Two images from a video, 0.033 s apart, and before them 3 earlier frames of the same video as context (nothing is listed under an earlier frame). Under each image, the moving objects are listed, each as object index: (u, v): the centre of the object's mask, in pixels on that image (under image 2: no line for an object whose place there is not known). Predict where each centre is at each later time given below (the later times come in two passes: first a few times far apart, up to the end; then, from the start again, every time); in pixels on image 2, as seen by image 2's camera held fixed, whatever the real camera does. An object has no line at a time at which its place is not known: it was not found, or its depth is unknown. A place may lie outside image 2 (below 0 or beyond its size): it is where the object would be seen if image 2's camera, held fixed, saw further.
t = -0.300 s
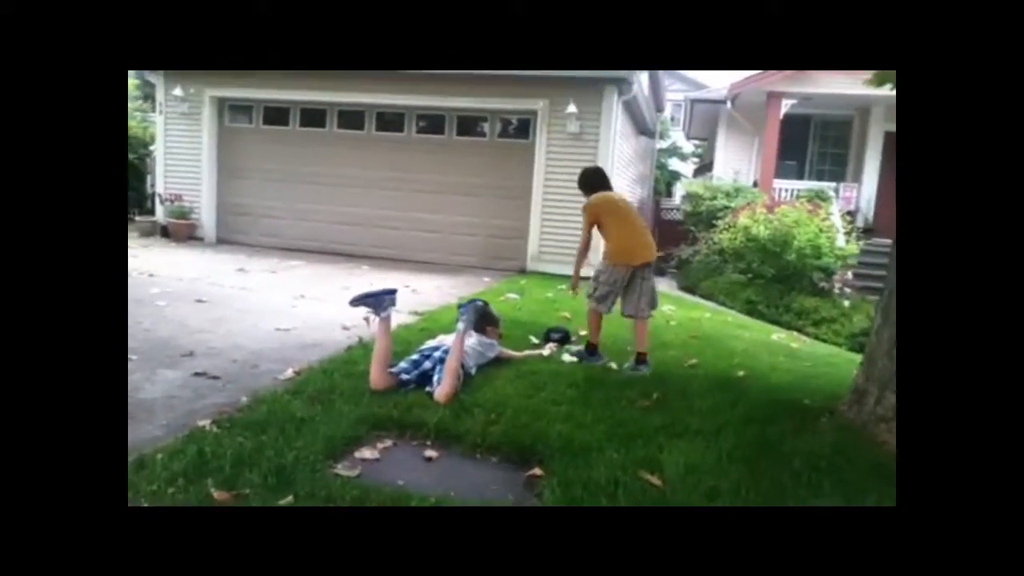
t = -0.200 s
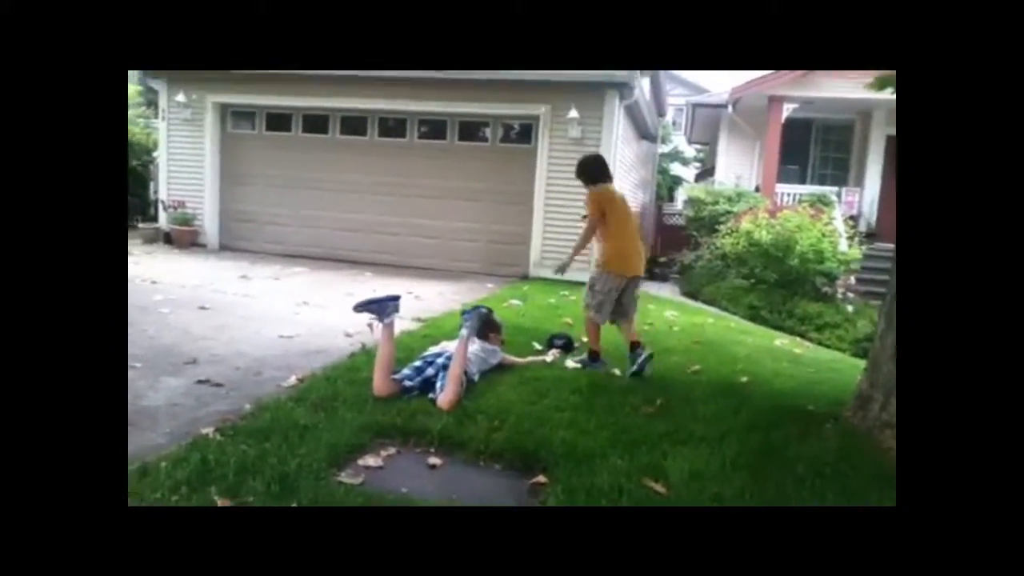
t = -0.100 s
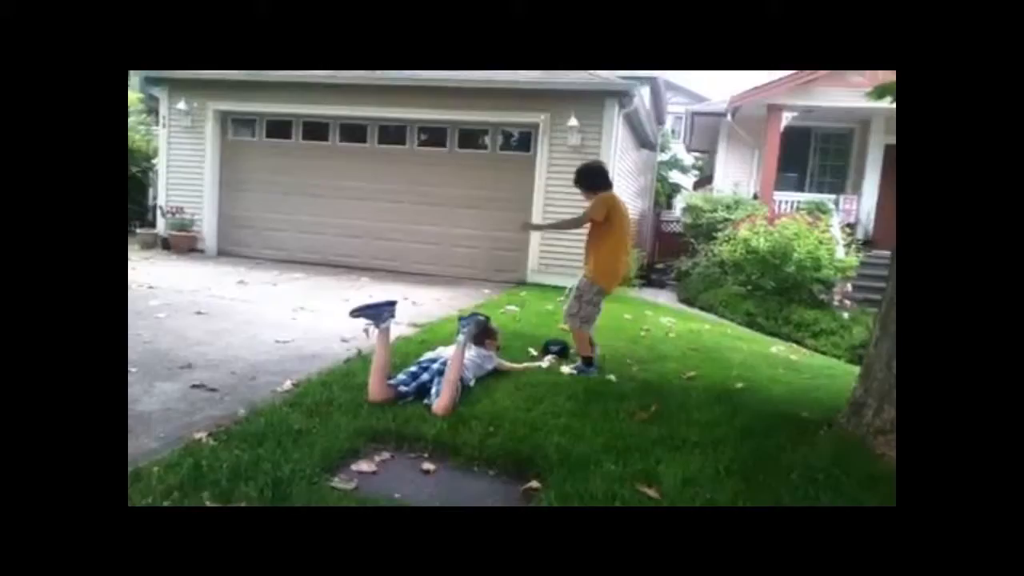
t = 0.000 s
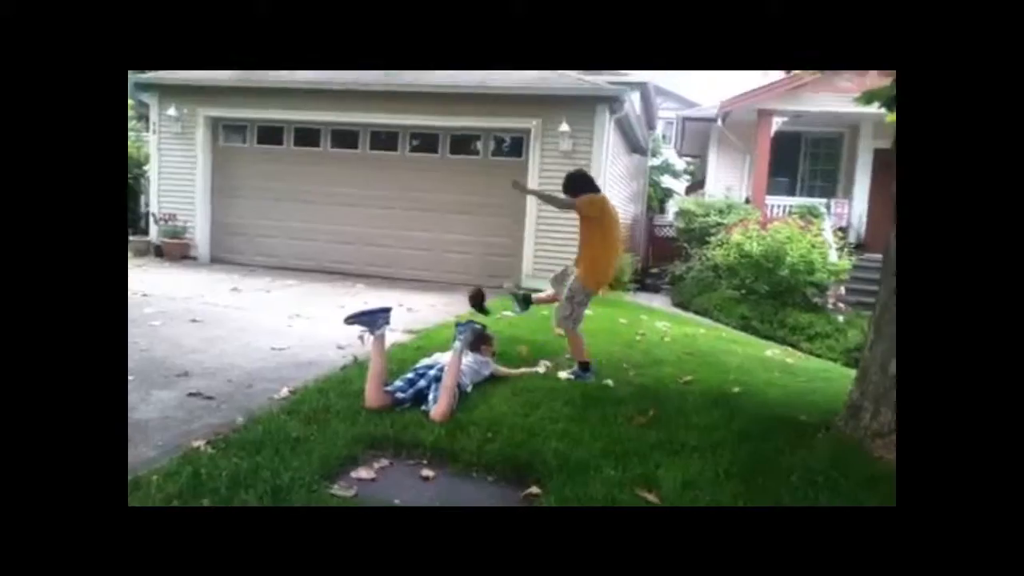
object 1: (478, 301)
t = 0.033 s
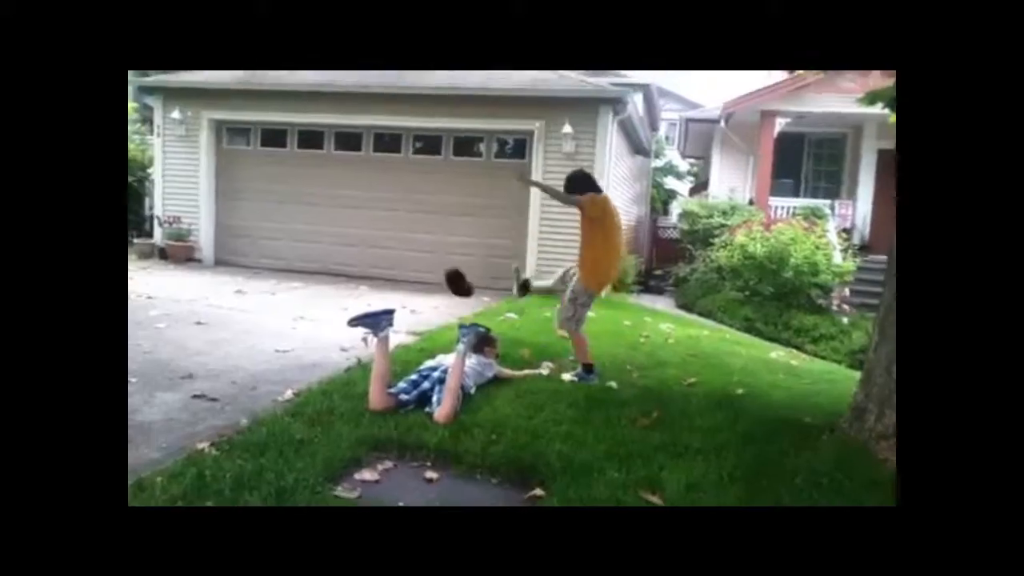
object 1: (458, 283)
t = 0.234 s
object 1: (339, 196)
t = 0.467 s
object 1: (226, 182)
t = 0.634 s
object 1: (164, 211)
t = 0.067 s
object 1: (436, 263)
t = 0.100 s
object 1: (415, 243)
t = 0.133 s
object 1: (394, 227)
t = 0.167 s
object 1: (374, 215)
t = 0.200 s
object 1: (354, 208)
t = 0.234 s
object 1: (339, 196)
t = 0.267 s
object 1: (322, 189)
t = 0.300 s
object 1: (305, 184)
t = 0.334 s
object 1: (290, 182)
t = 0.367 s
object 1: (274, 181)
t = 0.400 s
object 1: (257, 181)
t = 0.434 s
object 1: (241, 181)
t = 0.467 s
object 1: (226, 182)
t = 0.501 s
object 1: (212, 184)
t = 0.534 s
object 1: (199, 188)
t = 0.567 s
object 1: (187, 194)
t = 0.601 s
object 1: (175, 202)
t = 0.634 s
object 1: (164, 211)
